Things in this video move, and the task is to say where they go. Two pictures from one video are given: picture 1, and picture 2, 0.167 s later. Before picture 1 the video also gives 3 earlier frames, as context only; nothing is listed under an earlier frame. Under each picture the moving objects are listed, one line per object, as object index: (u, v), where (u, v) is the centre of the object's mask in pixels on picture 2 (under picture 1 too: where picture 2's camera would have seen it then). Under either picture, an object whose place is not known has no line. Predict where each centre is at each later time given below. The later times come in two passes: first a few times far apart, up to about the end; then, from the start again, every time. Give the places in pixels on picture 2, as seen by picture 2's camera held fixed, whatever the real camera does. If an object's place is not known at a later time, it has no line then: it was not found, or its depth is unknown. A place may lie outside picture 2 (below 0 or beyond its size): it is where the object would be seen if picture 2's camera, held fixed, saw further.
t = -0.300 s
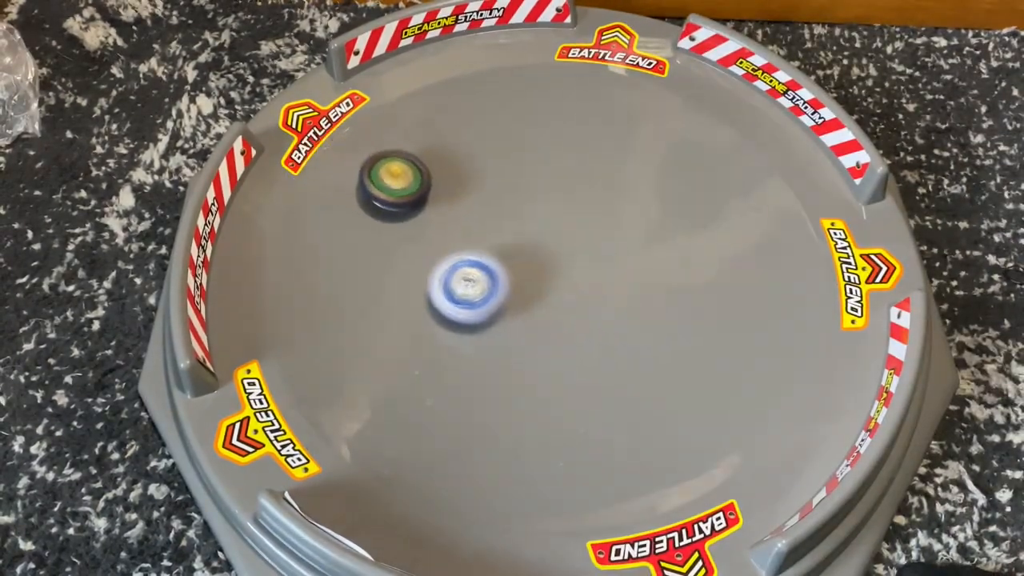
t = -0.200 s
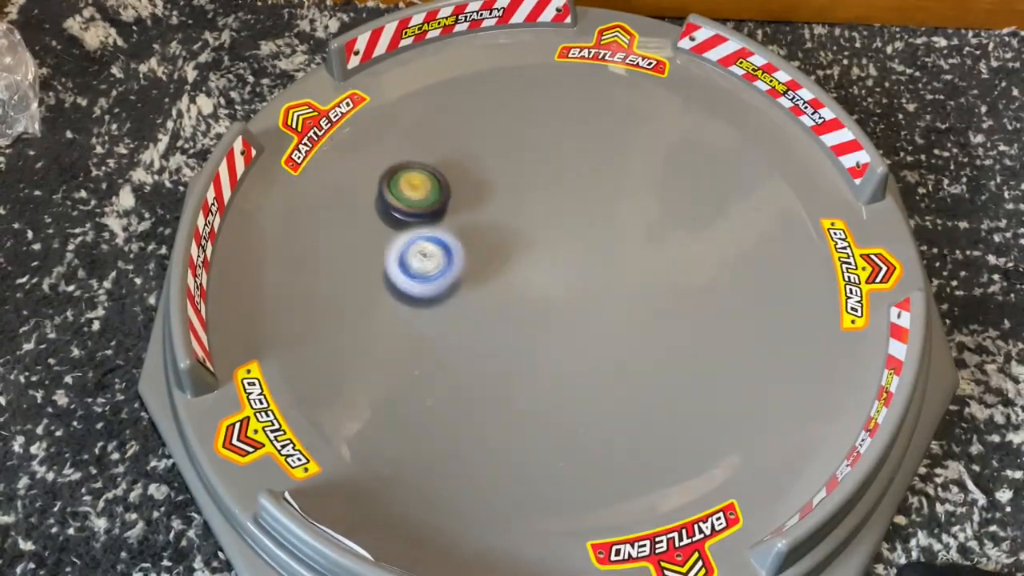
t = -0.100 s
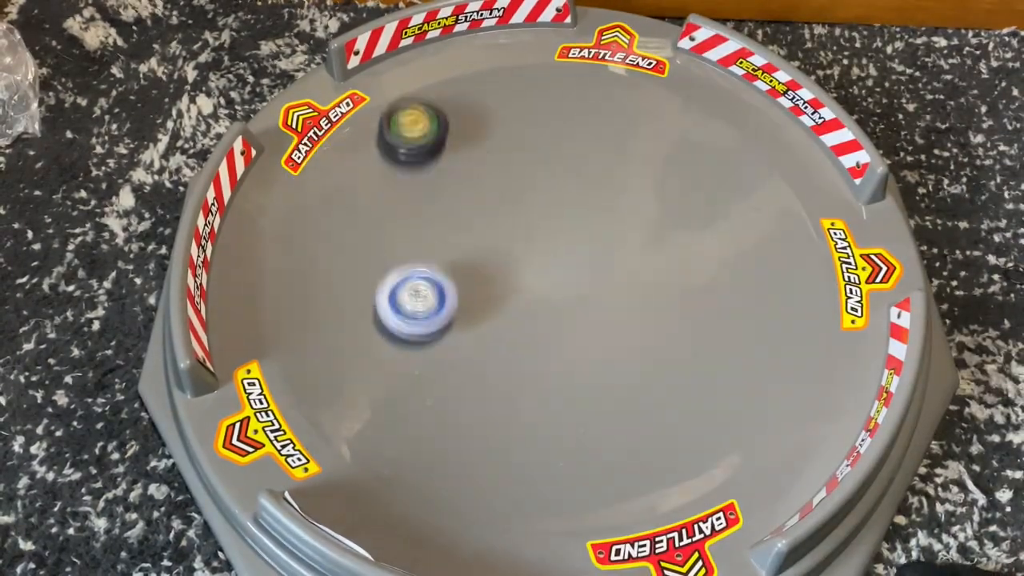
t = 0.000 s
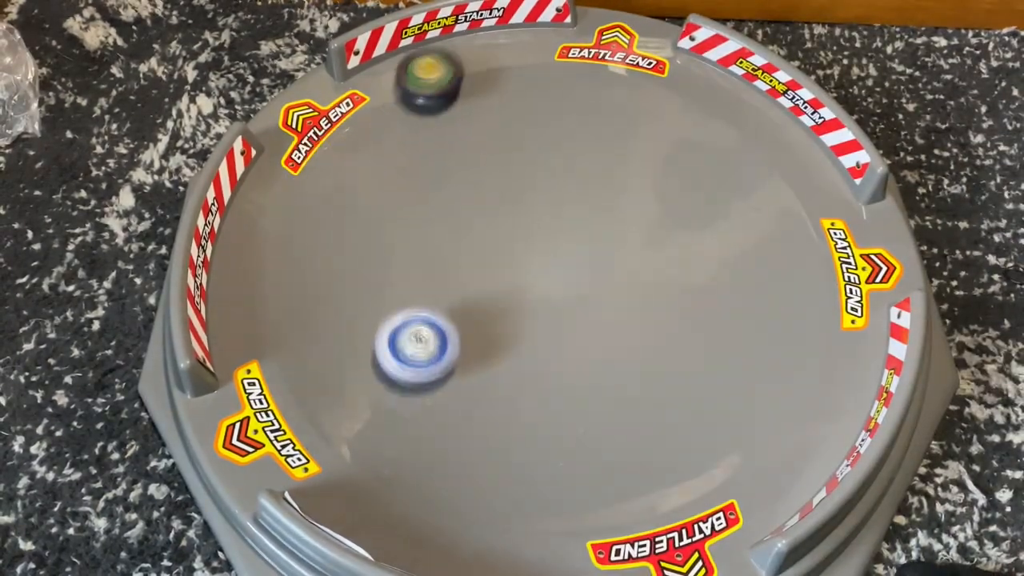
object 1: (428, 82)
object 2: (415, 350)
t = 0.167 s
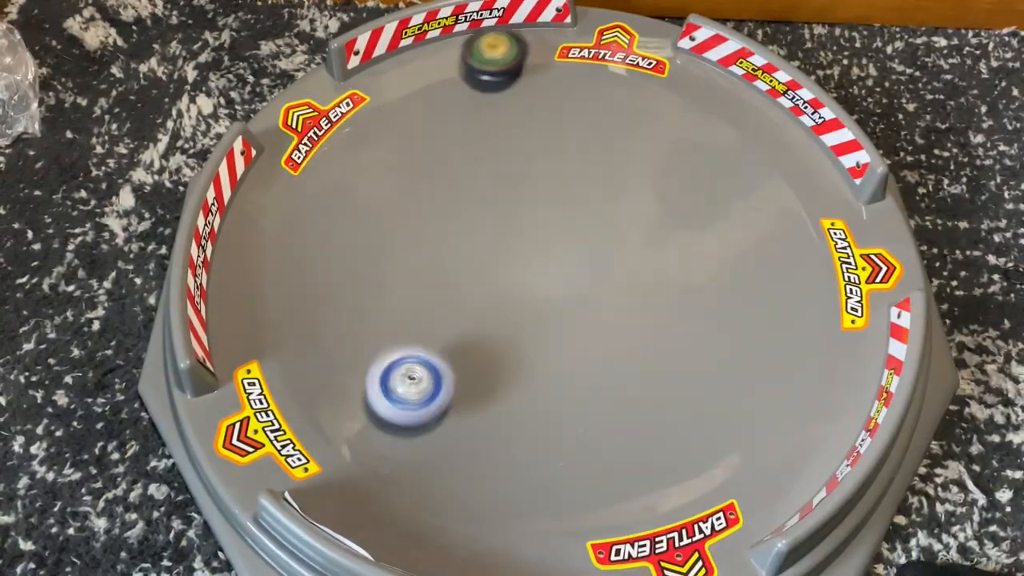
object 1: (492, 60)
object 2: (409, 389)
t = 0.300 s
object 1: (544, 63)
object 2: (392, 395)
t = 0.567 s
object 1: (631, 88)
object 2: (420, 340)
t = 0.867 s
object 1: (699, 125)
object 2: (561, 322)
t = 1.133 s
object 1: (736, 171)
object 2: (667, 351)
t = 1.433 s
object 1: (757, 228)
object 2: (675, 403)
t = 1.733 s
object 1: (754, 287)
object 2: (593, 318)
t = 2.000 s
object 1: (736, 334)
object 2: (589, 227)
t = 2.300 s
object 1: (700, 378)
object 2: (639, 155)
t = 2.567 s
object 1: (656, 406)
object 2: (684, 184)
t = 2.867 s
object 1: (600, 423)
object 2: (588, 246)
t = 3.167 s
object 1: (542, 422)
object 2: (472, 249)
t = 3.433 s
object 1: (495, 408)
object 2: (401, 206)
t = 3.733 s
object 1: (452, 379)
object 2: (452, 173)
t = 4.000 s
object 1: (425, 347)
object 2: (527, 238)
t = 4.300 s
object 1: (407, 309)
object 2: (553, 332)
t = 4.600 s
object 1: (404, 271)
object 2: (517, 412)
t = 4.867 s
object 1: (412, 241)
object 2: (461, 371)
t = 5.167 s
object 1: (432, 213)
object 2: (526, 281)
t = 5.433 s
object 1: (457, 195)
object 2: (611, 241)
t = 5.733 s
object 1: (489, 183)
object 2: (706, 235)
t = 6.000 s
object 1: (519, 178)
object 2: (697, 286)
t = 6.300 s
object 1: (553, 179)
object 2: (579, 279)
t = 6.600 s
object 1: (583, 185)
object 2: (497, 225)
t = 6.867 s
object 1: (606, 195)
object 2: (468, 165)
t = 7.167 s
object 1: (629, 205)
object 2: (526, 157)
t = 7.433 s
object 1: (640, 223)
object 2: (552, 233)
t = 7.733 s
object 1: (646, 245)
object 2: (528, 315)
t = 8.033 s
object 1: (645, 267)
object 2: (466, 372)
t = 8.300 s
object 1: (638, 286)
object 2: (433, 331)
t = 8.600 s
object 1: (624, 306)
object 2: (513, 275)
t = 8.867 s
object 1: (609, 320)
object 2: (598, 255)
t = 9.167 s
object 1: (592, 339)
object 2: (683, 257)
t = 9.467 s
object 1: (574, 348)
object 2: (670, 303)
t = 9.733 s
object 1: (557, 349)
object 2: (584, 279)
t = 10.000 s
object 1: (538, 341)
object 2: (520, 236)
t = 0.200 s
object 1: (506, 60)
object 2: (406, 392)
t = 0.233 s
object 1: (519, 60)
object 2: (401, 395)
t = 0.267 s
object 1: (532, 61)
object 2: (397, 395)
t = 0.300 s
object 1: (544, 63)
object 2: (392, 395)
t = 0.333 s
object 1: (557, 64)
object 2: (387, 393)
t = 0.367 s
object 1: (569, 67)
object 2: (385, 388)
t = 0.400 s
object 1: (580, 71)
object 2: (383, 381)
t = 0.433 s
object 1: (591, 75)
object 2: (385, 373)
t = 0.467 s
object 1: (601, 78)
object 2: (389, 365)
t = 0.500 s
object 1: (611, 82)
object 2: (398, 356)
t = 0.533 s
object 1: (621, 85)
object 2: (407, 348)
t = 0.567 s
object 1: (631, 88)
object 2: (420, 340)
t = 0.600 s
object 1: (639, 92)
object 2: (434, 335)
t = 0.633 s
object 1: (648, 95)
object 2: (449, 330)
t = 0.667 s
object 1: (657, 99)
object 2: (466, 326)
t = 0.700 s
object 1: (665, 103)
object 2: (481, 323)
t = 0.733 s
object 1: (672, 107)
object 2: (499, 322)
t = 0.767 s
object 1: (679, 111)
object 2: (514, 321)
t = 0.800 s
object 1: (686, 116)
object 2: (531, 321)
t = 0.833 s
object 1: (693, 121)
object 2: (545, 321)
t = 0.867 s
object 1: (699, 125)
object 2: (561, 322)
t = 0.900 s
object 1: (705, 131)
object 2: (575, 324)
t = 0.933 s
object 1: (710, 136)
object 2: (589, 326)
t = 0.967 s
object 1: (715, 142)
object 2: (603, 329)
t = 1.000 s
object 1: (720, 147)
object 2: (618, 333)
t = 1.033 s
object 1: (725, 153)
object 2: (631, 336)
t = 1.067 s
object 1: (729, 159)
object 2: (644, 341)
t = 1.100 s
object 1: (733, 165)
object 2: (656, 345)
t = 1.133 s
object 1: (736, 171)
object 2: (667, 351)
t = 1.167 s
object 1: (740, 177)
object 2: (678, 356)
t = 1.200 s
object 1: (743, 183)
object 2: (686, 363)
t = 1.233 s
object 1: (746, 189)
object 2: (694, 370)
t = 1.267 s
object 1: (748, 195)
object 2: (699, 377)
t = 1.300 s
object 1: (750, 202)
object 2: (702, 384)
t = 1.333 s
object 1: (752, 208)
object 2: (700, 391)
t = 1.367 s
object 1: (754, 215)
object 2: (695, 397)
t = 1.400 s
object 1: (755, 222)
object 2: (687, 399)
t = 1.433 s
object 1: (757, 228)
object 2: (675, 403)
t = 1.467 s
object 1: (758, 235)
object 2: (664, 400)
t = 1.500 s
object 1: (758, 241)
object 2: (651, 396)
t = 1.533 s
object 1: (759, 248)
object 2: (638, 390)
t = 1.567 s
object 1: (758, 255)
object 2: (627, 380)
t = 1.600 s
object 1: (758, 262)
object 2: (617, 370)
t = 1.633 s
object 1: (758, 268)
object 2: (608, 357)
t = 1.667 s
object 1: (757, 275)
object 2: (601, 346)
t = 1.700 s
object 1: (756, 281)
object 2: (595, 334)
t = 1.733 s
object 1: (754, 287)
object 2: (593, 318)
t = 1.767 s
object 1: (753, 293)
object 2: (590, 307)
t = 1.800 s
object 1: (751, 299)
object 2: (589, 293)
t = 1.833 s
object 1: (749, 305)
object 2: (586, 280)
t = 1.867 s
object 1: (747, 311)
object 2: (584, 269)
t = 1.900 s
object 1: (745, 317)
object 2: (584, 257)
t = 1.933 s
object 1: (742, 323)
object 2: (584, 247)
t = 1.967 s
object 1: (739, 329)
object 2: (586, 236)
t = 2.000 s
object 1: (736, 334)
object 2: (589, 227)
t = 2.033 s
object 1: (733, 340)
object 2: (593, 217)
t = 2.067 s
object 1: (730, 345)
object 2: (597, 208)
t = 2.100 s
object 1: (726, 350)
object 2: (601, 199)
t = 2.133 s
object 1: (722, 355)
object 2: (606, 190)
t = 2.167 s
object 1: (718, 360)
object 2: (612, 182)
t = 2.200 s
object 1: (714, 365)
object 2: (617, 174)
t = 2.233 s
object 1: (709, 370)
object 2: (624, 166)
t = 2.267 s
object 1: (705, 374)
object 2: (631, 160)
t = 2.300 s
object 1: (700, 378)
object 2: (639, 155)
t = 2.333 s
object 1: (695, 383)
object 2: (648, 152)
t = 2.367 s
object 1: (690, 386)
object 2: (656, 151)
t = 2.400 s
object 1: (684, 390)
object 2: (665, 152)
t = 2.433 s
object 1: (679, 394)
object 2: (672, 154)
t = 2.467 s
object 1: (673, 397)
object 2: (679, 159)
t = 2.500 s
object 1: (668, 401)
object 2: (683, 166)
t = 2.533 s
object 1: (662, 404)
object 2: (685, 175)
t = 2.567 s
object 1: (656, 406)
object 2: (684, 184)
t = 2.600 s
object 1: (650, 409)
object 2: (681, 193)
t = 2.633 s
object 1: (644, 411)
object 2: (674, 202)
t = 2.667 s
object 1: (638, 414)
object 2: (665, 212)
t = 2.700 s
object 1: (632, 416)
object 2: (655, 220)
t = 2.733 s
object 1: (625, 417)
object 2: (643, 227)
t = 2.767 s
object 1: (619, 419)
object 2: (630, 233)
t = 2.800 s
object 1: (612, 421)
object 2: (617, 238)
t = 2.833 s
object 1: (606, 422)
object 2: (603, 241)
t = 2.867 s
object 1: (600, 423)
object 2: (588, 246)
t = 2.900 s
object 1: (593, 424)
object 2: (574, 251)
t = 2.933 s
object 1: (587, 424)
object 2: (559, 256)
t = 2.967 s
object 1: (580, 424)
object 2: (545, 259)
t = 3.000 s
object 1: (574, 425)
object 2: (531, 261)
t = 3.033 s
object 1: (568, 425)
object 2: (518, 261)
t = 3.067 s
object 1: (561, 424)
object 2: (506, 259)
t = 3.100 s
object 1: (554, 424)
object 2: (494, 256)
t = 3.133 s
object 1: (549, 423)
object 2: (483, 253)
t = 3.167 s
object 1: (542, 422)
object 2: (472, 249)
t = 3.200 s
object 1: (536, 421)
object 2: (461, 244)
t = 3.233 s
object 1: (530, 420)
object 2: (450, 241)
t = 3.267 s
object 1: (524, 418)
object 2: (439, 237)
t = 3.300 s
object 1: (518, 417)
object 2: (428, 232)
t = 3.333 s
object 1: (512, 415)
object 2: (420, 226)
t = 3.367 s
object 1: (506, 412)
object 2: (412, 220)
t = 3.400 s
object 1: (501, 410)
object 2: (405, 213)
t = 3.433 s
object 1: (495, 408)
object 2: (401, 206)
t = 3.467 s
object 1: (490, 405)
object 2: (398, 199)
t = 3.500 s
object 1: (485, 402)
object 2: (397, 192)
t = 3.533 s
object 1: (480, 400)
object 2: (399, 185)
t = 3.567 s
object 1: (475, 396)
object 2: (404, 179)
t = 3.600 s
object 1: (470, 393)
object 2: (411, 175)
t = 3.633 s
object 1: (465, 390)
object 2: (421, 171)
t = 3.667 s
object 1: (461, 387)
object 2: (430, 169)
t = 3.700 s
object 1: (456, 383)
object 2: (441, 170)
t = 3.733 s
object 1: (452, 379)
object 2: (452, 173)
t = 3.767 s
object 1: (448, 376)
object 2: (463, 177)
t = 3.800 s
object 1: (444, 372)
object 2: (474, 183)
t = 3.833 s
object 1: (440, 368)
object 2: (484, 190)
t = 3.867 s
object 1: (437, 364)
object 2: (493, 197)
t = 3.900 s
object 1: (434, 360)
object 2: (502, 207)
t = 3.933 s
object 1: (430, 356)
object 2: (510, 217)
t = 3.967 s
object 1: (428, 352)
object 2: (518, 228)
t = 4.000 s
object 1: (425, 347)
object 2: (527, 238)
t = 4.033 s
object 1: (422, 343)
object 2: (535, 248)
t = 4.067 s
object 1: (420, 339)
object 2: (542, 260)
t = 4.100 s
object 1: (417, 334)
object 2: (549, 270)
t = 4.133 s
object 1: (415, 330)
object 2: (553, 281)
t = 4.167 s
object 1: (413, 326)
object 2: (556, 291)
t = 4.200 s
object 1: (412, 322)
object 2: (556, 301)
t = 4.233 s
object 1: (410, 318)
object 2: (556, 311)
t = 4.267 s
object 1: (408, 313)
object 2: (554, 321)
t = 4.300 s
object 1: (407, 309)
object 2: (553, 332)
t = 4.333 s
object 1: (406, 304)
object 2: (552, 342)
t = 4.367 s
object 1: (405, 300)
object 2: (551, 353)
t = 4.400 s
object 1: (405, 296)
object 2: (550, 363)
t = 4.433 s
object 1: (404, 291)
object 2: (548, 374)
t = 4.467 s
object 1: (403, 287)
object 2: (545, 384)
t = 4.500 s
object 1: (403, 283)
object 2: (540, 392)
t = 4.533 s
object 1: (403, 279)
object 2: (534, 400)
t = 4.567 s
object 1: (403, 275)
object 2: (526, 407)
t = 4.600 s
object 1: (404, 271)
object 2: (517, 412)
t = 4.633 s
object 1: (404, 267)
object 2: (507, 415)
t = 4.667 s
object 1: (405, 263)
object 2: (497, 416)
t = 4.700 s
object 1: (406, 259)
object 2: (486, 414)
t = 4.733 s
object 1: (407, 255)
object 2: (477, 409)
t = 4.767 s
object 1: (408, 252)
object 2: (470, 402)
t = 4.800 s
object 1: (409, 248)
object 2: (465, 393)
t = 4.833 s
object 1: (411, 244)
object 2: (461, 382)
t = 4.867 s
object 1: (412, 241)
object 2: (461, 371)
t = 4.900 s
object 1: (414, 237)
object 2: (464, 359)
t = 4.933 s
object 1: (416, 234)
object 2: (468, 348)
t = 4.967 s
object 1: (417, 231)
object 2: (474, 337)
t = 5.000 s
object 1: (419, 227)
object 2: (481, 327)
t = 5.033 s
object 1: (422, 224)
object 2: (490, 317)
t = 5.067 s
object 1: (424, 221)
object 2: (499, 308)
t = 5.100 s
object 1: (426, 218)
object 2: (508, 299)
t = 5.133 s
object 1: (429, 216)
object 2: (517, 290)
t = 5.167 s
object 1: (432, 213)
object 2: (526, 281)
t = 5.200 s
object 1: (434, 210)
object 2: (536, 272)
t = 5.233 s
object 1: (437, 208)
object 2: (547, 264)
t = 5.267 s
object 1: (440, 205)
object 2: (557, 257)
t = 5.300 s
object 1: (443, 203)
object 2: (568, 252)
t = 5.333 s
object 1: (446, 200)
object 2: (578, 248)
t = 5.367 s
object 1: (450, 198)
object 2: (589, 245)
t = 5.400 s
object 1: (453, 197)
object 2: (600, 243)
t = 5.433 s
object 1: (457, 195)
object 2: (611, 241)
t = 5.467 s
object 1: (460, 193)
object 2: (622, 238)
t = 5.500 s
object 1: (464, 191)
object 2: (633, 236)
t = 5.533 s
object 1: (468, 190)
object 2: (645, 233)
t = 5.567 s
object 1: (471, 188)
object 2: (655, 231)
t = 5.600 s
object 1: (474, 187)
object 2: (666, 229)
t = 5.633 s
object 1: (478, 186)
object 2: (677, 229)
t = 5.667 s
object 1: (482, 185)
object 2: (687, 230)
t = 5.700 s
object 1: (485, 184)
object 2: (697, 232)
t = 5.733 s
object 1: (489, 183)
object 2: (706, 235)
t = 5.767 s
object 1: (493, 182)
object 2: (713, 240)
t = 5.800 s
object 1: (497, 181)
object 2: (719, 246)
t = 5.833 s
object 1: (500, 180)
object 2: (722, 253)
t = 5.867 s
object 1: (504, 179)
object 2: (723, 260)
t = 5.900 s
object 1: (508, 179)
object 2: (720, 268)
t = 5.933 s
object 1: (512, 178)
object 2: (715, 275)
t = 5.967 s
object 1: (515, 178)
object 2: (707, 281)
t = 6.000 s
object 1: (519, 178)
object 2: (697, 286)
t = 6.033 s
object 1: (523, 177)
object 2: (686, 291)
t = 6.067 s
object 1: (527, 178)
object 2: (673, 293)
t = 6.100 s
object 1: (530, 178)
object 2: (660, 295)
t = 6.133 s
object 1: (534, 178)
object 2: (646, 294)
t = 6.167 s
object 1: (538, 178)
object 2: (633, 292)
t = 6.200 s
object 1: (542, 178)
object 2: (619, 289)
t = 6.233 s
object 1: (545, 178)
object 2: (606, 285)
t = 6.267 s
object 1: (549, 178)
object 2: (593, 282)
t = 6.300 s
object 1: (553, 179)
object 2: (579, 279)
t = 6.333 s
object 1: (556, 179)
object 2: (565, 276)
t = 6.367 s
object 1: (560, 180)
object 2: (552, 272)
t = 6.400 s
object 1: (563, 180)
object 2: (541, 268)
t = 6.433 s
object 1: (567, 181)
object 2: (530, 262)
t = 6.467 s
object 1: (570, 182)
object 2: (521, 256)
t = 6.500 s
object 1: (573, 183)
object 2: (513, 249)
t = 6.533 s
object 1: (577, 183)
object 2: (507, 241)
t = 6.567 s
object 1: (580, 184)
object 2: (502, 234)
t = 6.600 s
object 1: (583, 185)
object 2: (497, 225)
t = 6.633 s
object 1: (586, 186)
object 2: (491, 217)
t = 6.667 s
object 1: (589, 187)
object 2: (486, 209)
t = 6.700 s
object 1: (592, 188)
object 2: (480, 202)
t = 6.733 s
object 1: (595, 189)
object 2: (475, 195)
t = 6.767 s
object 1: (598, 190)
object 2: (471, 188)
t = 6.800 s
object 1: (601, 191)
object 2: (469, 180)
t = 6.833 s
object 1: (603, 194)
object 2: (468, 173)
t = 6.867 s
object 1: (606, 195)
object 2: (468, 165)
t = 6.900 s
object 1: (610, 192)
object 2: (471, 159)
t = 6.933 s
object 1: (613, 193)
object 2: (474, 153)
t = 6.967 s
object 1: (616, 195)
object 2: (479, 148)
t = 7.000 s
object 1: (618, 196)
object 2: (486, 145)
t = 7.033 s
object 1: (620, 198)
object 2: (493, 144)
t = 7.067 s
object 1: (623, 200)
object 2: (501, 145)
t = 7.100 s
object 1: (624, 202)
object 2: (510, 147)
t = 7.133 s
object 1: (627, 204)
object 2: (518, 152)
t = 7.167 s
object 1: (629, 205)
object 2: (526, 157)
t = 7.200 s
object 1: (630, 207)
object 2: (533, 164)
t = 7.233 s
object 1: (632, 210)
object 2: (538, 173)
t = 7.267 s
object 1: (634, 212)
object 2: (542, 182)
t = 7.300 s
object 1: (635, 214)
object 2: (545, 190)
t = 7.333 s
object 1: (637, 216)
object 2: (547, 202)
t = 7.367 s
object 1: (638, 218)
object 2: (549, 211)
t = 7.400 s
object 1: (639, 221)
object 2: (550, 222)
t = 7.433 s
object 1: (640, 223)
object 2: (552, 233)
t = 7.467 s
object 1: (641, 225)
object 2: (553, 244)
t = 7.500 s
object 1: (642, 228)
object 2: (554, 256)
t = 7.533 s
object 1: (642, 230)
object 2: (554, 264)
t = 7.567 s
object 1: (644, 233)
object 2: (552, 274)
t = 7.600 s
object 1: (644, 235)
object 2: (550, 284)
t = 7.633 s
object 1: (645, 237)
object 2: (546, 292)
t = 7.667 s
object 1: (645, 240)
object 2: (541, 301)
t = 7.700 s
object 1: (646, 243)
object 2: (534, 308)
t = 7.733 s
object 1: (646, 245)
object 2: (528, 315)
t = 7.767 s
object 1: (647, 247)
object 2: (522, 323)
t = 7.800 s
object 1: (646, 250)
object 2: (516, 330)
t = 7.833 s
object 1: (646, 253)
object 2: (510, 338)
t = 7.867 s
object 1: (647, 255)
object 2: (504, 346)
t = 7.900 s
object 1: (646, 257)
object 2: (498, 353)
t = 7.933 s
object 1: (646, 260)
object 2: (490, 360)
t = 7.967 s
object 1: (646, 262)
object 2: (483, 365)
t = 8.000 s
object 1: (645, 265)
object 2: (475, 369)
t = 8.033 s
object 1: (645, 267)
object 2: (466, 372)
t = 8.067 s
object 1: (644, 270)
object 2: (457, 373)
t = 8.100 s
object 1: (644, 272)
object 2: (448, 370)
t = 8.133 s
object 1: (643, 275)
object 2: (440, 369)
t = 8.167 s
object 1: (642, 277)
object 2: (434, 363)
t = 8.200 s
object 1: (641, 279)
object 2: (431, 356)
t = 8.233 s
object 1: (640, 282)
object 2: (429, 348)
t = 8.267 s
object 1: (639, 284)
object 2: (430, 340)
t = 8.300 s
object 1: (638, 286)
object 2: (433, 331)
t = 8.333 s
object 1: (637, 288)
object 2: (438, 322)
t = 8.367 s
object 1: (635, 291)
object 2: (445, 315)
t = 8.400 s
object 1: (634, 293)
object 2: (452, 310)
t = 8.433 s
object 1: (633, 296)
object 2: (461, 302)
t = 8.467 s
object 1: (631, 297)
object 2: (471, 296)
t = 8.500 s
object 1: (629, 299)
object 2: (482, 290)
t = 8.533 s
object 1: (628, 302)
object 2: (492, 285)
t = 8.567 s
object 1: (626, 303)
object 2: (502, 281)
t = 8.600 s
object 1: (624, 306)
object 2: (513, 275)
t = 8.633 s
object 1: (622, 308)
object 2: (524, 269)
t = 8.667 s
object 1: (621, 309)
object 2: (535, 265)
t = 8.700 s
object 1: (619, 311)
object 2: (546, 261)
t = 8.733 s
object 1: (617, 313)
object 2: (557, 259)
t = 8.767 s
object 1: (615, 315)
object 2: (568, 257)
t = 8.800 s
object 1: (614, 317)
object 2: (577, 255)
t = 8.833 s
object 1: (611, 318)
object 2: (587, 255)
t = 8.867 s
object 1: (609, 320)
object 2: (598, 255)
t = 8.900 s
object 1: (608, 323)
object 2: (608, 256)
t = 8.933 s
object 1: (606, 325)
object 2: (618, 255)
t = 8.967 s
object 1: (603, 328)
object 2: (627, 256)
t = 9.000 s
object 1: (602, 329)
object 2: (637, 257)
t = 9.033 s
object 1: (600, 331)
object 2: (647, 256)
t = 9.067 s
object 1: (598, 333)
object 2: (656, 256)
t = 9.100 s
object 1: (596, 334)
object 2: (666, 254)
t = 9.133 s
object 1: (593, 336)
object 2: (674, 257)
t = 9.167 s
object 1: (592, 339)
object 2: (683, 257)
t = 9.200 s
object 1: (590, 340)
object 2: (691, 261)
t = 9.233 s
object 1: (589, 340)
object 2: (696, 266)
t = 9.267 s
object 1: (587, 341)
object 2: (699, 272)
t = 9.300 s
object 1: (584, 343)
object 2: (700, 278)
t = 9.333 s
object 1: (582, 344)
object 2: (698, 283)
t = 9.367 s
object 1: (580, 345)
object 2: (694, 290)
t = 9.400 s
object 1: (578, 346)
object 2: (687, 296)
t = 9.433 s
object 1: (576, 347)
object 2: (680, 300)
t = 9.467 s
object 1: (574, 348)
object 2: (670, 303)
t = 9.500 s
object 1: (572, 348)
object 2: (659, 303)
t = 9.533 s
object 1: (570, 349)
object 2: (649, 302)
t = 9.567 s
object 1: (567, 349)
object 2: (638, 300)
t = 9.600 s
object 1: (565, 349)
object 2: (627, 295)
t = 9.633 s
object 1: (563, 349)
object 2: (616, 291)
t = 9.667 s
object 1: (561, 350)
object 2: (606, 286)
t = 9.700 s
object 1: (558, 349)
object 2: (595, 283)
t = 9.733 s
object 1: (557, 349)
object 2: (584, 279)
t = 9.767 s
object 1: (554, 349)
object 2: (572, 277)
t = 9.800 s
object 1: (552, 348)
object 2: (561, 273)
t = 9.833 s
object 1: (550, 347)
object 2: (551, 268)
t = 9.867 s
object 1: (547, 346)
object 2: (542, 262)
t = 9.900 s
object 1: (545, 345)
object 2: (536, 256)
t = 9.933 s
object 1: (543, 343)
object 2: (530, 250)
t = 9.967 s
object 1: (540, 342)
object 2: (524, 242)
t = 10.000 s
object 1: (538, 341)
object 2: (520, 236)
